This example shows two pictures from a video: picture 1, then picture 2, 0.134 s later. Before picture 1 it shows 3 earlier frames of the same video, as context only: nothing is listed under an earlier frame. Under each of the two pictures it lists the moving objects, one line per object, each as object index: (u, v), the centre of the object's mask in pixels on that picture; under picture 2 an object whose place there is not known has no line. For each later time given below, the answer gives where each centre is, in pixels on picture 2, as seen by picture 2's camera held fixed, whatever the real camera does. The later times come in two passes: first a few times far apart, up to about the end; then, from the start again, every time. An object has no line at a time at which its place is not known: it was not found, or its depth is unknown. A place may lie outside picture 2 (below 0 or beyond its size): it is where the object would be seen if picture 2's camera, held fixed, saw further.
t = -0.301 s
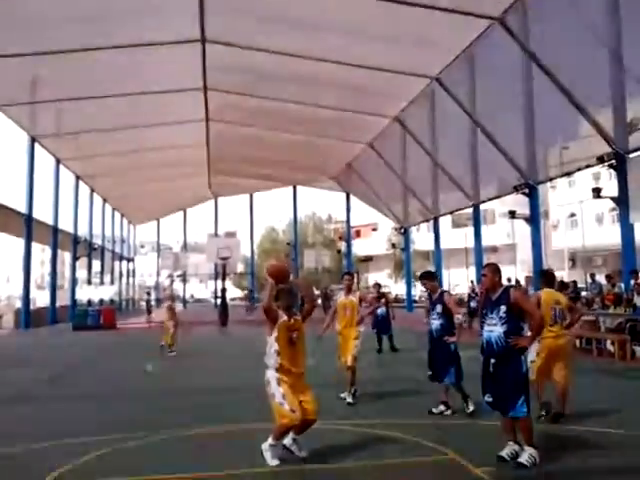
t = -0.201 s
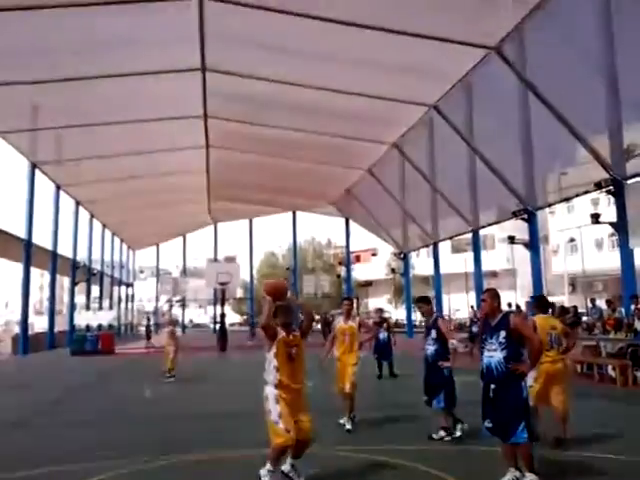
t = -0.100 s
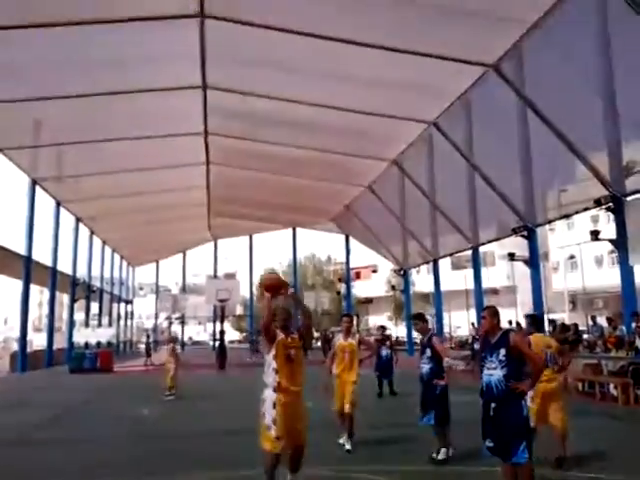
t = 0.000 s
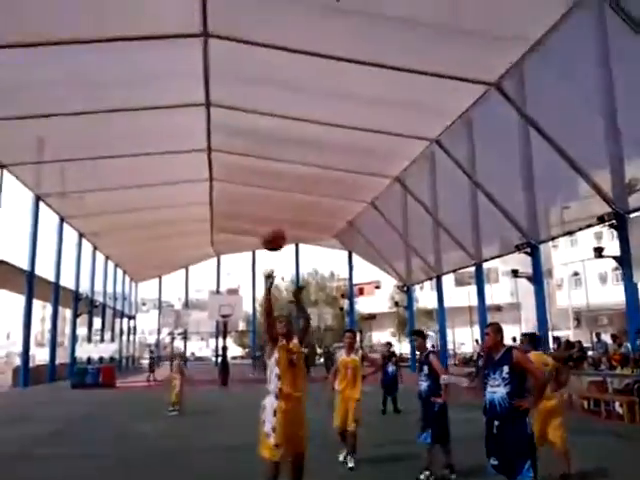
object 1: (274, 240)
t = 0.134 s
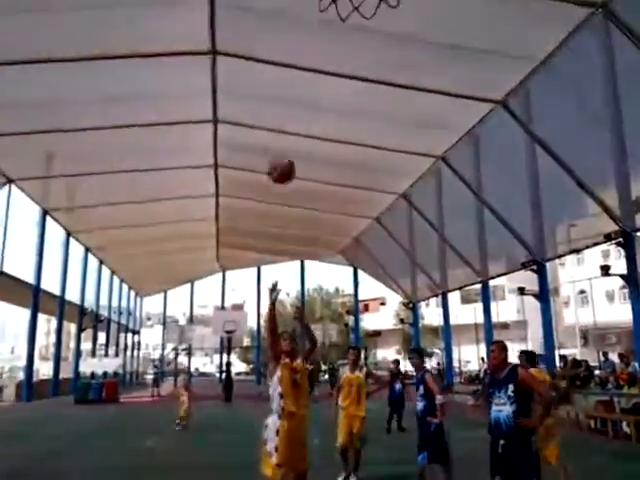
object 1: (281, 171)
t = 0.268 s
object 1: (282, 90)
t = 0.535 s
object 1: (284, -39)
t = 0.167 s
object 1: (281, 149)
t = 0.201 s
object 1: (282, 129)
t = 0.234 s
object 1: (282, 109)
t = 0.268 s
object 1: (282, 90)
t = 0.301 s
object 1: (284, 73)
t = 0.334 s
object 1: (285, 56)
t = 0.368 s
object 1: (287, 39)
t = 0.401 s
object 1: (287, 22)
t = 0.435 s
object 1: (286, 5)
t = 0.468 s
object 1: (285, -12)
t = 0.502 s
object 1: (285, -29)
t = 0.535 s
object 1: (284, -39)
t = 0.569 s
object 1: (286, -50)
